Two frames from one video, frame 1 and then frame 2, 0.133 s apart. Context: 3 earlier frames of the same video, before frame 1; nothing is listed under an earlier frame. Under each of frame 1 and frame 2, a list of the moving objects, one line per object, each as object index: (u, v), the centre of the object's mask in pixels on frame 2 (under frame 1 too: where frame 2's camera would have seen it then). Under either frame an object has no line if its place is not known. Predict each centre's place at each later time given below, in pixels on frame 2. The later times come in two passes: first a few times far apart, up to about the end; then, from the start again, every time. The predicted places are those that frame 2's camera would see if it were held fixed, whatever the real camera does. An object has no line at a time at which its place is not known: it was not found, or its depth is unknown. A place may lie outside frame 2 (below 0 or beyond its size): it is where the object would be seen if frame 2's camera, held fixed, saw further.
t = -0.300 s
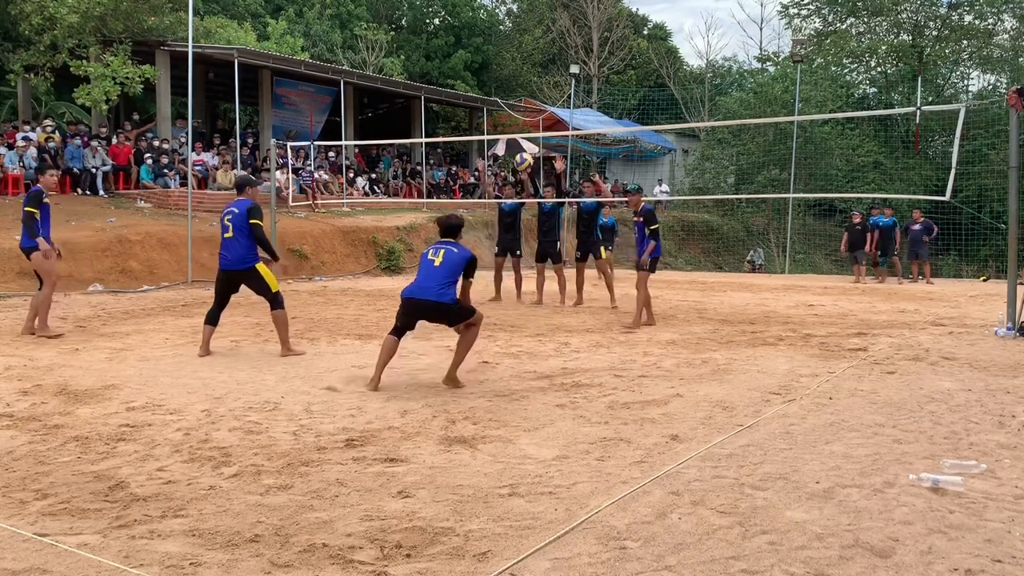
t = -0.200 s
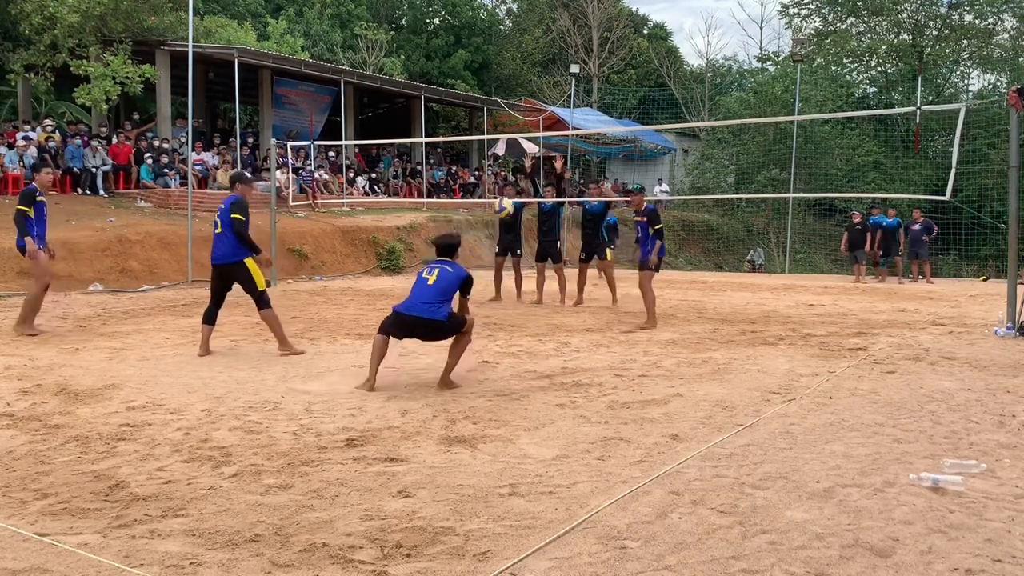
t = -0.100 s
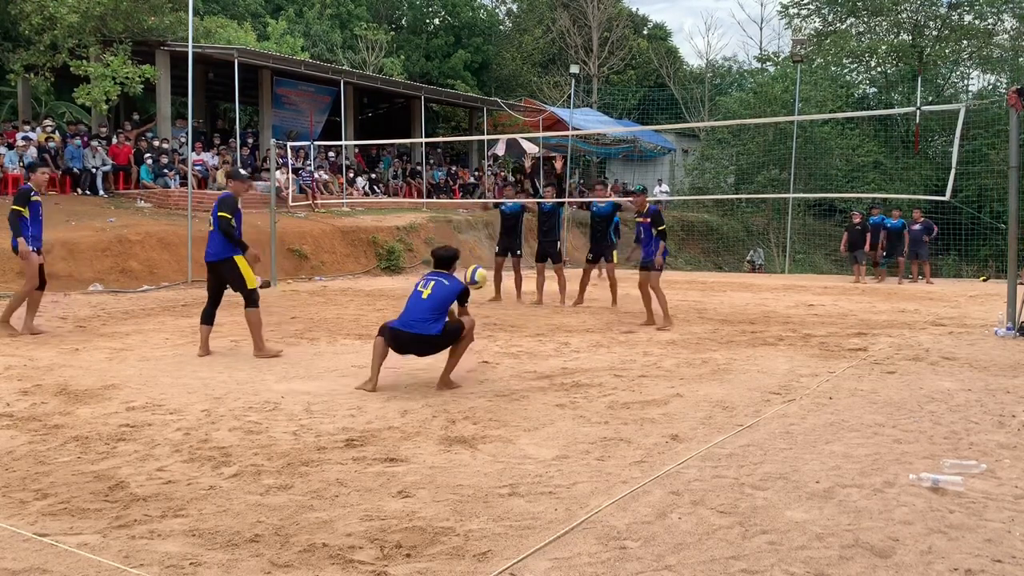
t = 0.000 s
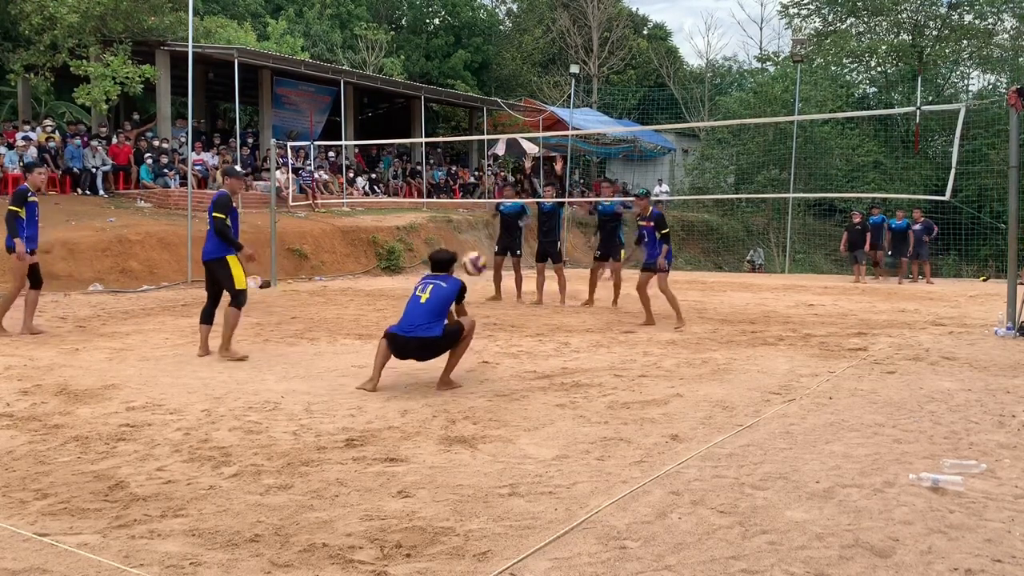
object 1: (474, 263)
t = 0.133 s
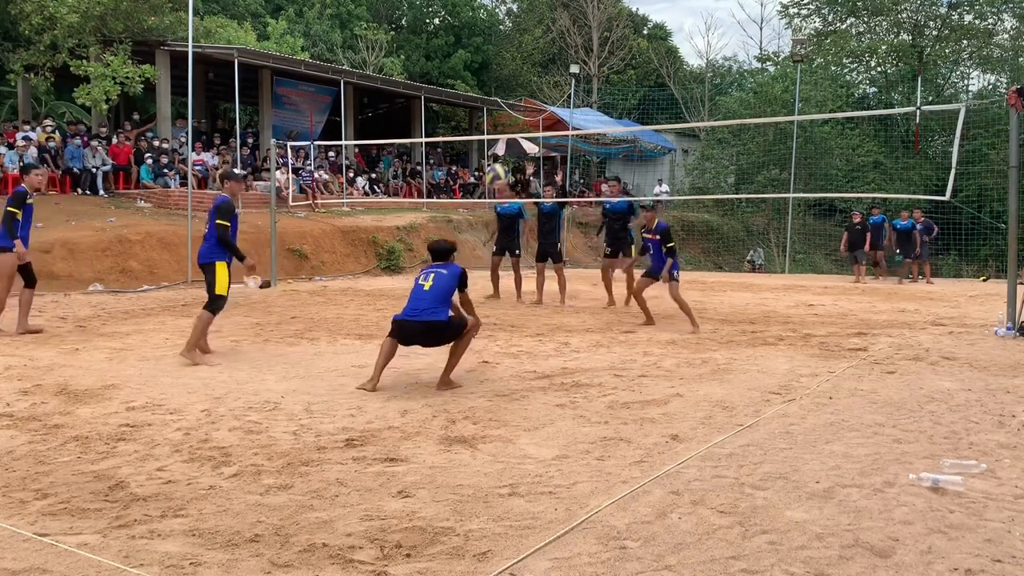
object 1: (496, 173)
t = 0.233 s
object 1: (513, 126)
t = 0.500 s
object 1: (550, 59)
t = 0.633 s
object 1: (568, 56)
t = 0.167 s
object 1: (502, 156)
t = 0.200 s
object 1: (508, 142)
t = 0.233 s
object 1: (513, 126)
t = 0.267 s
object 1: (519, 113)
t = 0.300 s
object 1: (523, 102)
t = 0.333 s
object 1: (528, 91)
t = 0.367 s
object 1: (533, 83)
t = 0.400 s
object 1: (538, 73)
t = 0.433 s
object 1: (542, 68)
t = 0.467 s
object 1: (546, 64)
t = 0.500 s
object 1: (550, 59)
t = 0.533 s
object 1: (555, 57)
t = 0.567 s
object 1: (559, 54)
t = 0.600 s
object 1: (564, 55)
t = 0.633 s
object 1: (568, 56)
